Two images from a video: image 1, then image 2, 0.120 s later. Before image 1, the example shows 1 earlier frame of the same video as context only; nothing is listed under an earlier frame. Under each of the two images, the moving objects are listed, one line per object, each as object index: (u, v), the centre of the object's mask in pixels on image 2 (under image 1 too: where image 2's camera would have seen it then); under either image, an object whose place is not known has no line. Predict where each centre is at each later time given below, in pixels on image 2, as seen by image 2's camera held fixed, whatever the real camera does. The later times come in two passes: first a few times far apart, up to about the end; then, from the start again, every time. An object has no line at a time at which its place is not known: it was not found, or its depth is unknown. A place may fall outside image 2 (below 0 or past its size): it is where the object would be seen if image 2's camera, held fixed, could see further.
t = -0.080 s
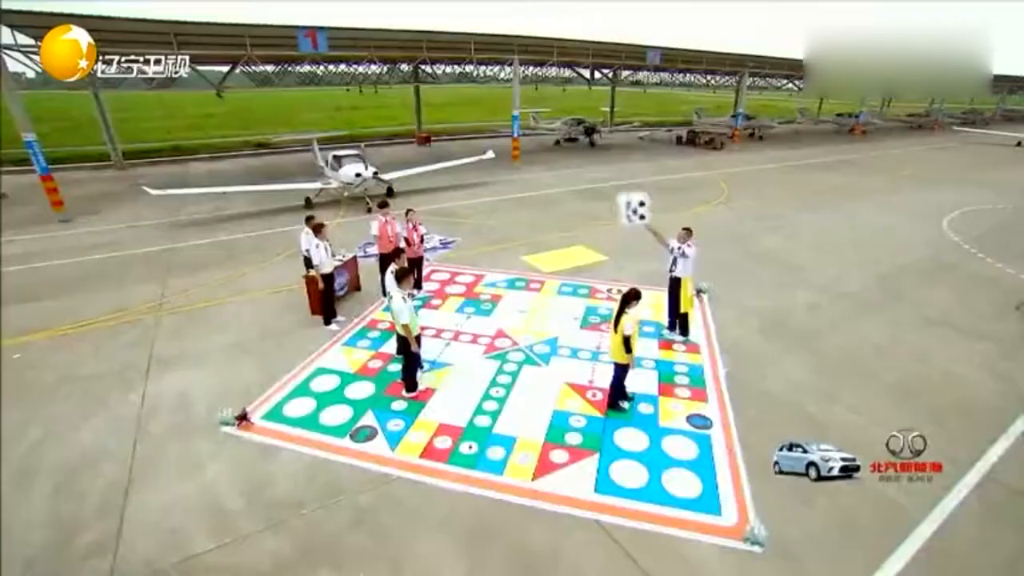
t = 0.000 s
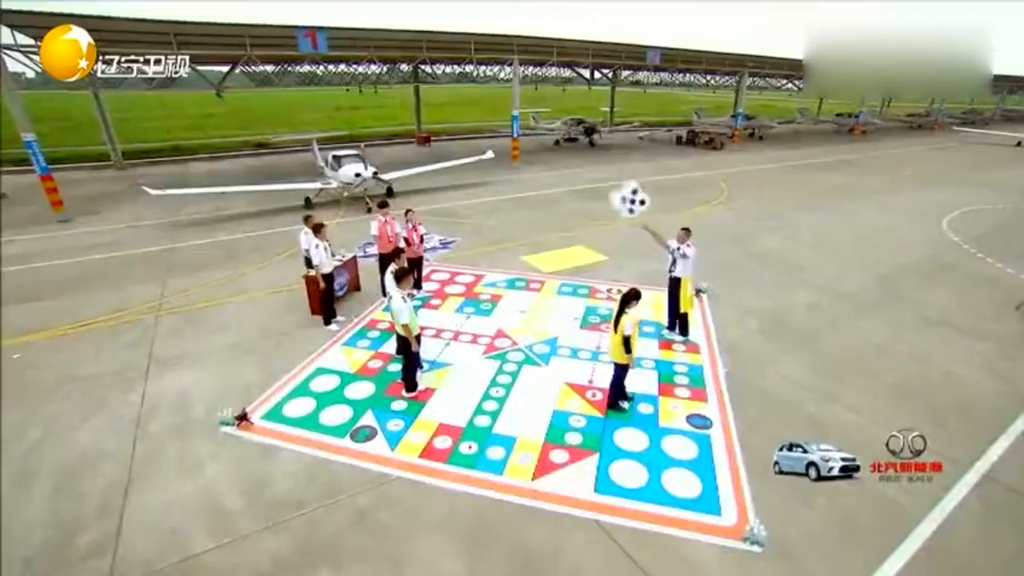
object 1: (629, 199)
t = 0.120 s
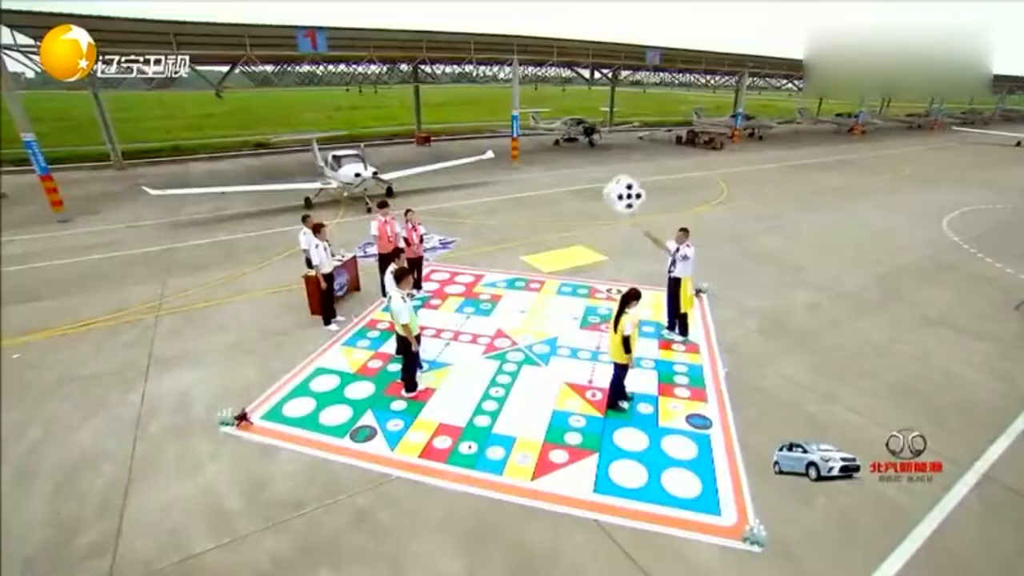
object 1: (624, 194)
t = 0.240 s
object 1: (618, 196)
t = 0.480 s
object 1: (607, 221)
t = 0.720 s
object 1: (595, 271)
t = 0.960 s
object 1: (584, 340)
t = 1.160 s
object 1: (564, 334)
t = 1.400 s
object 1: (547, 328)
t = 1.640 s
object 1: (531, 350)
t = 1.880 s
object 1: (523, 348)
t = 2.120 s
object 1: (519, 344)
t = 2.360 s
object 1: (520, 343)
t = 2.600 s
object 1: (520, 342)
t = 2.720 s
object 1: (520, 342)
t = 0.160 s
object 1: (622, 194)
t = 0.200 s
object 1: (621, 195)
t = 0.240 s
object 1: (618, 196)
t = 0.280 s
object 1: (616, 198)
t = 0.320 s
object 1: (615, 201)
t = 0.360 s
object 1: (613, 206)
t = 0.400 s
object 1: (611, 210)
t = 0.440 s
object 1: (608, 215)
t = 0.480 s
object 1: (607, 221)
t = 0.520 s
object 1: (605, 229)
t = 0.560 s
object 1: (603, 235)
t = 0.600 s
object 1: (601, 242)
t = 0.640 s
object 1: (599, 252)
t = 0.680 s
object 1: (597, 261)
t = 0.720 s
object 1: (595, 271)
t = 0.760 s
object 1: (591, 282)
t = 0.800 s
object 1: (589, 289)
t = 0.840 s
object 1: (588, 305)
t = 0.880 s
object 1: (587, 316)
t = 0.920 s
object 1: (585, 326)
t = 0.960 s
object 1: (584, 340)
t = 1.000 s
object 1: (577, 356)
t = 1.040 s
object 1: (574, 353)
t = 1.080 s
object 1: (570, 345)
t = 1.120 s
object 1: (569, 338)
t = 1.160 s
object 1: (564, 334)
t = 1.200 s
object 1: (562, 331)
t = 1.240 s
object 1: (560, 329)
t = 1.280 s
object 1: (556, 328)
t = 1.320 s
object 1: (553, 327)
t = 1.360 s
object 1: (552, 326)
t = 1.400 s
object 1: (547, 328)
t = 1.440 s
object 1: (545, 330)
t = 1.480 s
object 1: (543, 332)
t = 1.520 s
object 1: (540, 335)
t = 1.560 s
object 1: (537, 338)
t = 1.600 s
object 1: (534, 342)
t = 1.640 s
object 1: (531, 350)
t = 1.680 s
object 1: (528, 353)
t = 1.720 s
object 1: (527, 354)
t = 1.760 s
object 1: (525, 352)
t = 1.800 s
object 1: (524, 351)
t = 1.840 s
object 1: (524, 349)
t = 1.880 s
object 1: (523, 348)
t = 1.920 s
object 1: (522, 347)
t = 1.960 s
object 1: (521, 346)
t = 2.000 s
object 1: (520, 346)
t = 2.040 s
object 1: (520, 345)
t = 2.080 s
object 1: (520, 345)
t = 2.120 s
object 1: (519, 344)
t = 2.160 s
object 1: (520, 344)
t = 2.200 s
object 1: (520, 343)
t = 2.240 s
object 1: (520, 343)
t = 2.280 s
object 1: (520, 343)
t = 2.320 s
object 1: (520, 343)
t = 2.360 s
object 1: (520, 343)
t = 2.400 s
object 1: (520, 342)
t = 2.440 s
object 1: (520, 342)
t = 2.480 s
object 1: (520, 342)
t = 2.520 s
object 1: (520, 342)
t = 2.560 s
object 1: (520, 342)
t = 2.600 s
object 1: (520, 342)
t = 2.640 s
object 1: (520, 342)
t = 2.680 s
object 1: (520, 342)
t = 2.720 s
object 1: (520, 342)
